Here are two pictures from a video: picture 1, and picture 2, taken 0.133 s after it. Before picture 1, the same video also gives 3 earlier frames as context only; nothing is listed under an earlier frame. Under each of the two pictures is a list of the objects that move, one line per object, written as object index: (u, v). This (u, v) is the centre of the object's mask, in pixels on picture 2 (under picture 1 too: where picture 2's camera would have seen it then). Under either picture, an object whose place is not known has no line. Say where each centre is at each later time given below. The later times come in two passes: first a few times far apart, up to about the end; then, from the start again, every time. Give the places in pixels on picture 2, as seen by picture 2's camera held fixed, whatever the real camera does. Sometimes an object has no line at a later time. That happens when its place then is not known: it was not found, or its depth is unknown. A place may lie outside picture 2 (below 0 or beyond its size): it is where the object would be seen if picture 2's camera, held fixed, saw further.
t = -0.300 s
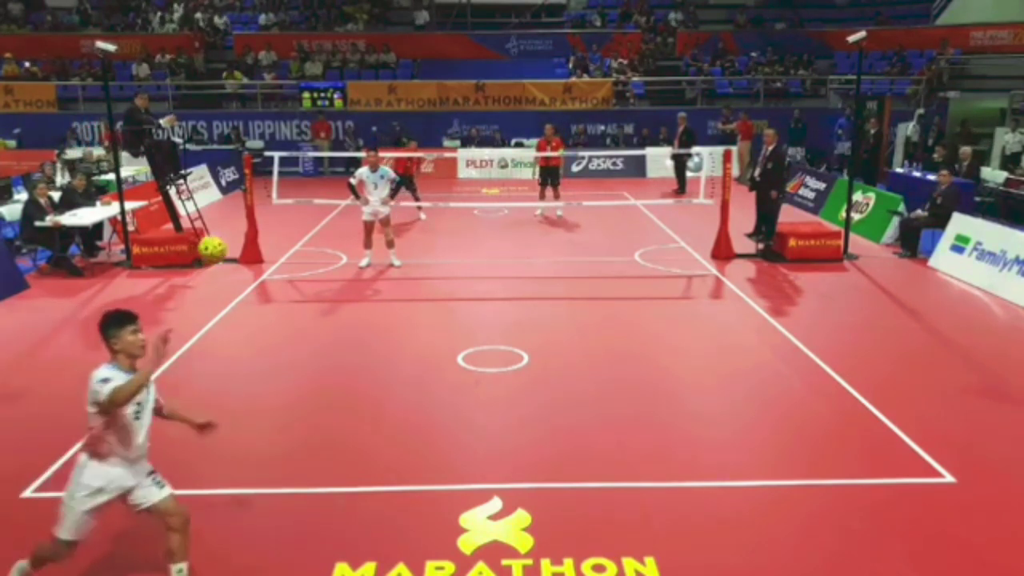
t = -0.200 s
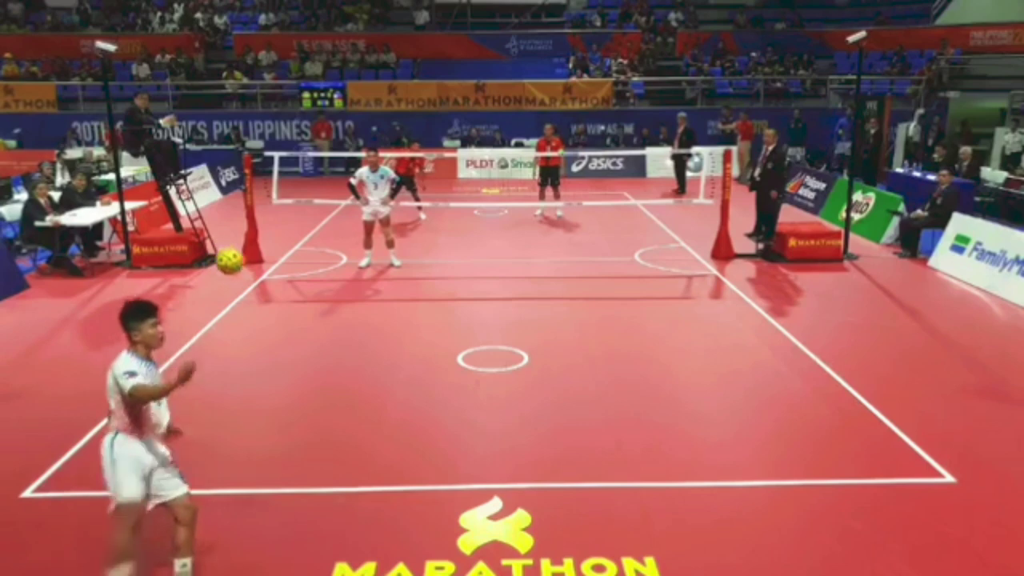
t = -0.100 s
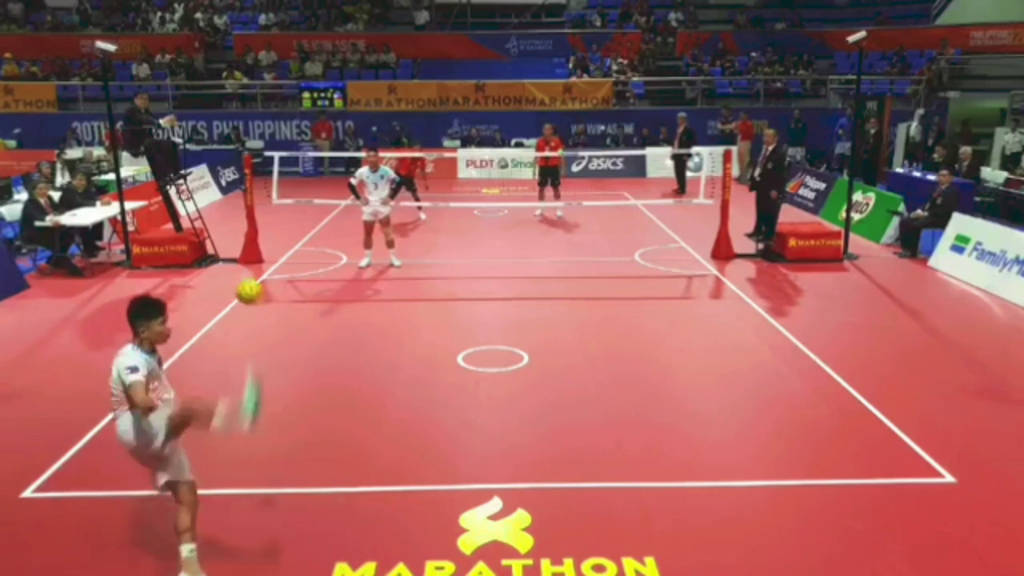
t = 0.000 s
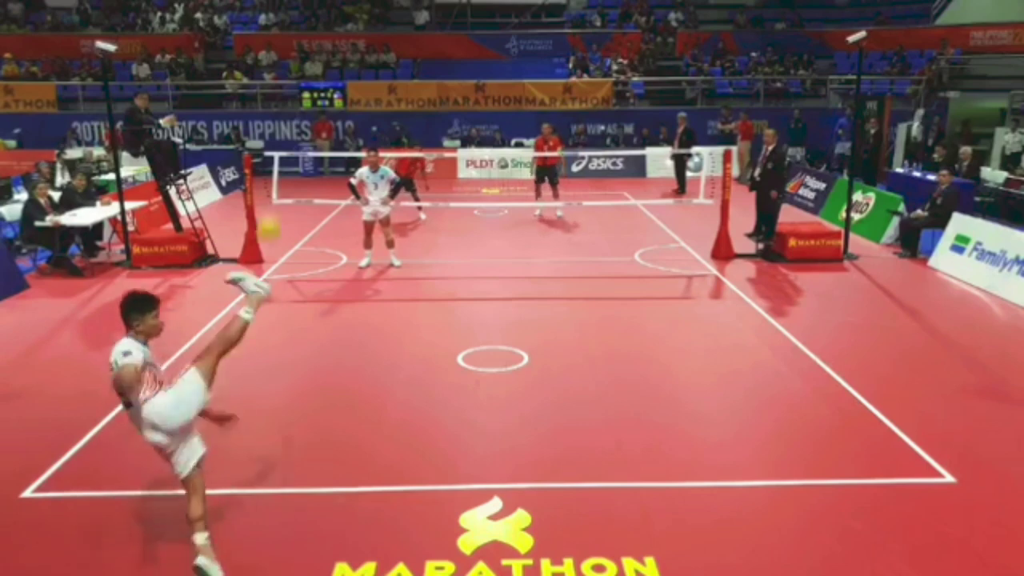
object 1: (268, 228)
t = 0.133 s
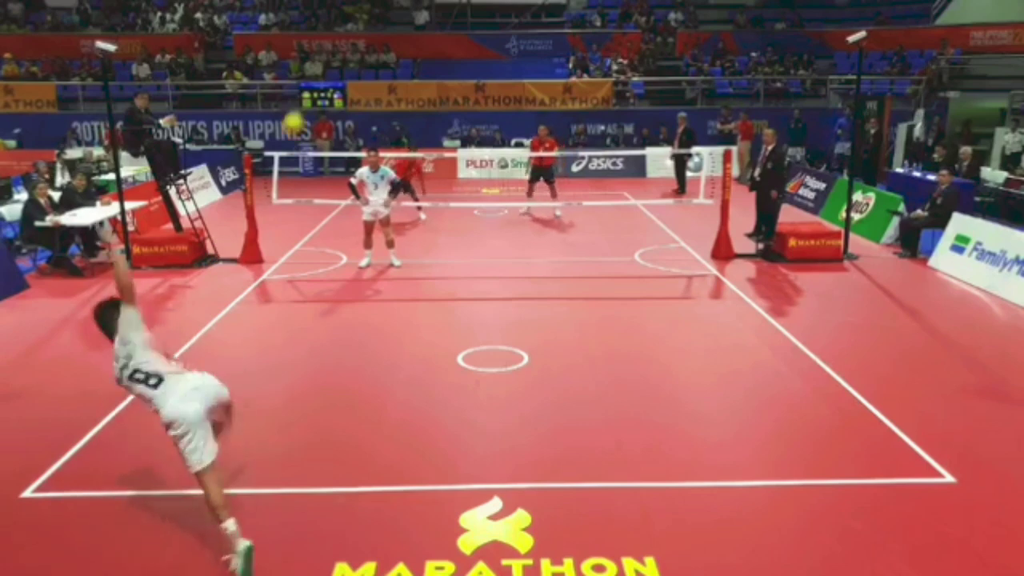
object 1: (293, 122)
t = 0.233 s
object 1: (308, 80)
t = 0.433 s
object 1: (334, 52)
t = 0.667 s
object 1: (357, 72)
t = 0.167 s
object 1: (299, 106)
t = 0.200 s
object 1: (303, 92)
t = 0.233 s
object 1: (308, 80)
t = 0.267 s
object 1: (313, 71)
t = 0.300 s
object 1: (318, 64)
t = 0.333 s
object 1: (322, 58)
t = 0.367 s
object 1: (326, 55)
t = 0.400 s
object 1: (330, 52)
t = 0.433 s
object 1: (334, 52)
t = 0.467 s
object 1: (337, 52)
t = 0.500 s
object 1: (341, 53)
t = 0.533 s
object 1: (344, 55)
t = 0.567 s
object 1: (348, 59)
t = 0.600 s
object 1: (351, 62)
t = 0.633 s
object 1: (354, 67)
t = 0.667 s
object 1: (357, 72)
